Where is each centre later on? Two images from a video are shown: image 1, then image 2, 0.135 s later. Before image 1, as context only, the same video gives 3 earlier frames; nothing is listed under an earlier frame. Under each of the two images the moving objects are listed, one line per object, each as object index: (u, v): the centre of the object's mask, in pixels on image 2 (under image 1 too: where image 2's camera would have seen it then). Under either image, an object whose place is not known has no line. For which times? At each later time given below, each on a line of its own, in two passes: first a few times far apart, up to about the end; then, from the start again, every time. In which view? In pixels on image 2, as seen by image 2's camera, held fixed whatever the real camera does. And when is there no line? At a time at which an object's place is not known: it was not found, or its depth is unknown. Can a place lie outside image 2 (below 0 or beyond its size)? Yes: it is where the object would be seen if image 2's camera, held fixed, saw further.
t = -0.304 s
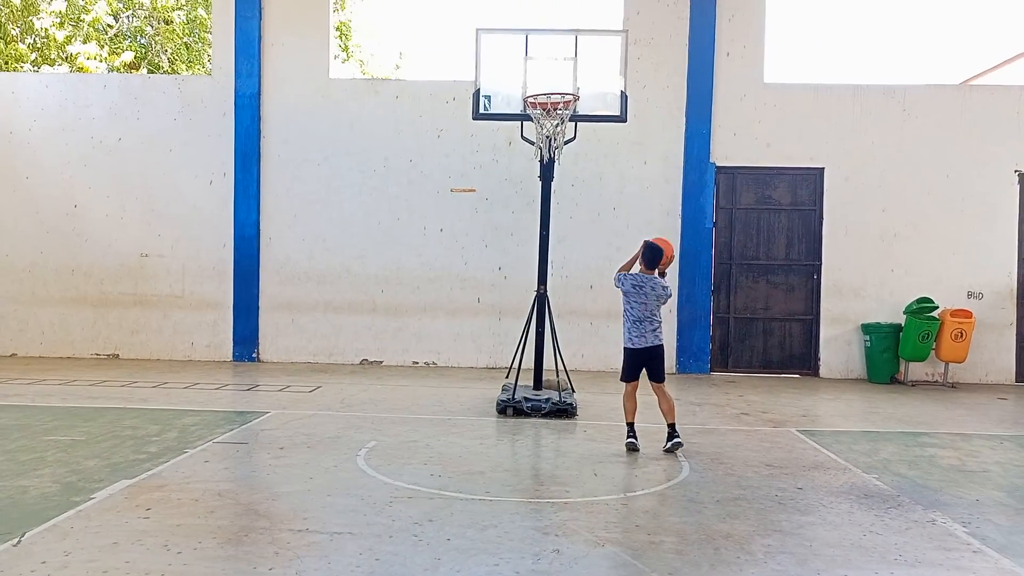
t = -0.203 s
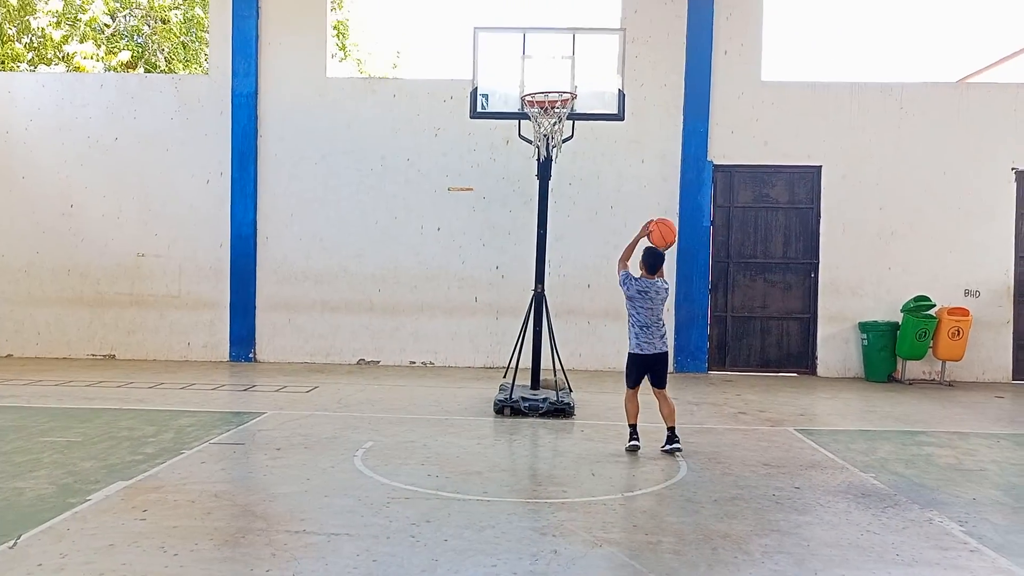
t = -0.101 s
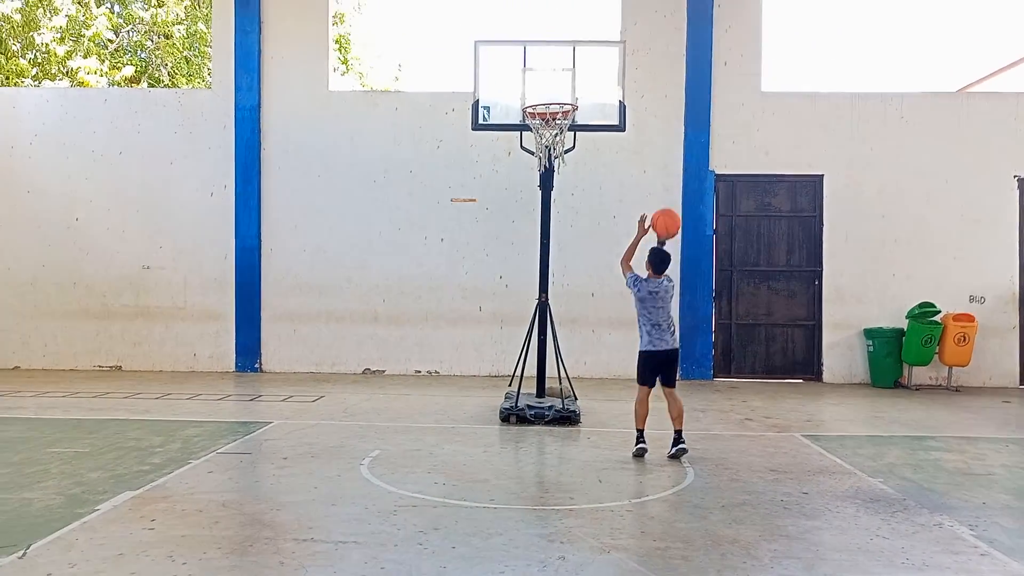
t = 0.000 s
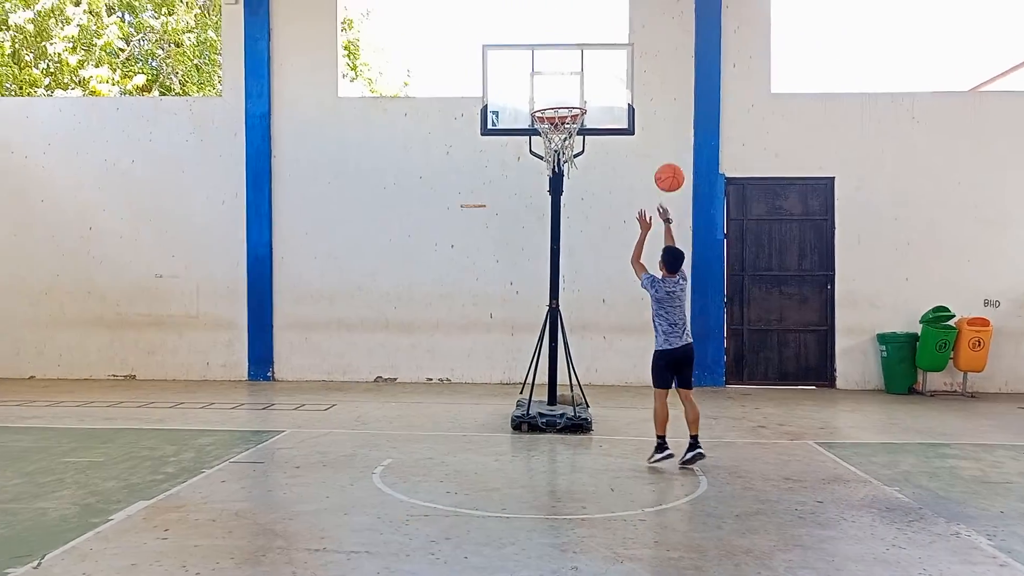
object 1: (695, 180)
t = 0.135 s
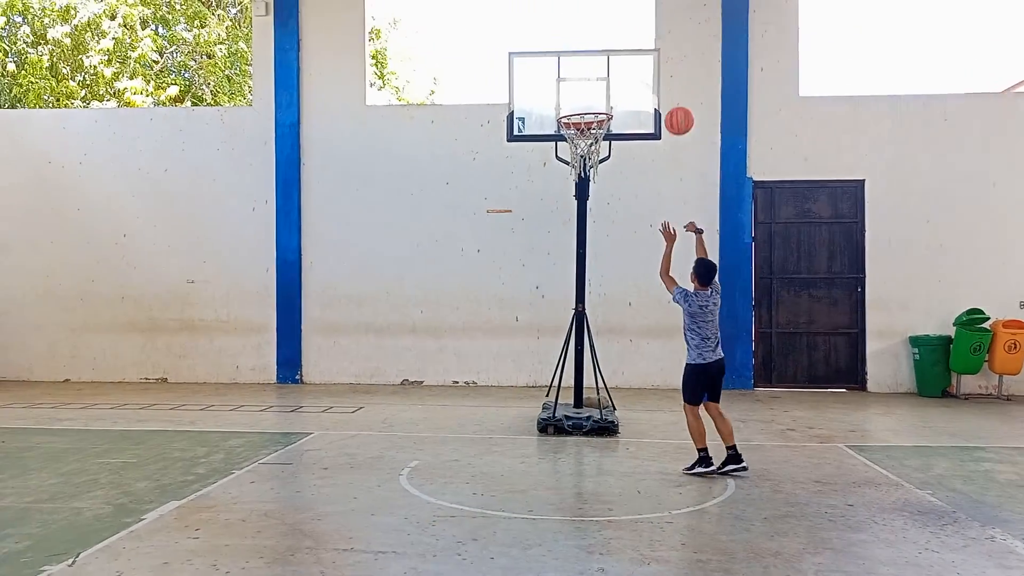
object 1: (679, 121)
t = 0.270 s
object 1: (664, 81)
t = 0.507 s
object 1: (637, 67)
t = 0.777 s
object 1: (628, 123)
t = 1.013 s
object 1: (620, 240)
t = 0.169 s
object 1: (676, 109)
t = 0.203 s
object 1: (671, 98)
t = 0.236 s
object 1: (668, 90)
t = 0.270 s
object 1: (664, 81)
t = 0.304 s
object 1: (660, 76)
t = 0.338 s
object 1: (657, 72)
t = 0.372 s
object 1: (652, 68)
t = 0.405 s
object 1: (648, 66)
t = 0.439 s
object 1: (645, 65)
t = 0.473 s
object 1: (641, 65)
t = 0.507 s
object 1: (637, 67)
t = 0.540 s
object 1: (635, 70)
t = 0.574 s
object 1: (634, 74)
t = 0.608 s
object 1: (633, 78)
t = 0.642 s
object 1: (632, 85)
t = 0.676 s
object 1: (631, 92)
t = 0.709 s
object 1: (630, 101)
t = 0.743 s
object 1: (629, 111)
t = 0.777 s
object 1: (628, 123)
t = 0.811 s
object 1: (627, 135)
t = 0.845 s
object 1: (626, 149)
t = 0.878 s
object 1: (625, 165)
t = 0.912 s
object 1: (624, 182)
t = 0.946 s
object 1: (622, 200)
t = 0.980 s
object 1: (622, 219)
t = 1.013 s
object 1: (620, 240)
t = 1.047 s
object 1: (620, 262)
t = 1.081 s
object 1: (618, 286)
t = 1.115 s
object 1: (617, 311)
